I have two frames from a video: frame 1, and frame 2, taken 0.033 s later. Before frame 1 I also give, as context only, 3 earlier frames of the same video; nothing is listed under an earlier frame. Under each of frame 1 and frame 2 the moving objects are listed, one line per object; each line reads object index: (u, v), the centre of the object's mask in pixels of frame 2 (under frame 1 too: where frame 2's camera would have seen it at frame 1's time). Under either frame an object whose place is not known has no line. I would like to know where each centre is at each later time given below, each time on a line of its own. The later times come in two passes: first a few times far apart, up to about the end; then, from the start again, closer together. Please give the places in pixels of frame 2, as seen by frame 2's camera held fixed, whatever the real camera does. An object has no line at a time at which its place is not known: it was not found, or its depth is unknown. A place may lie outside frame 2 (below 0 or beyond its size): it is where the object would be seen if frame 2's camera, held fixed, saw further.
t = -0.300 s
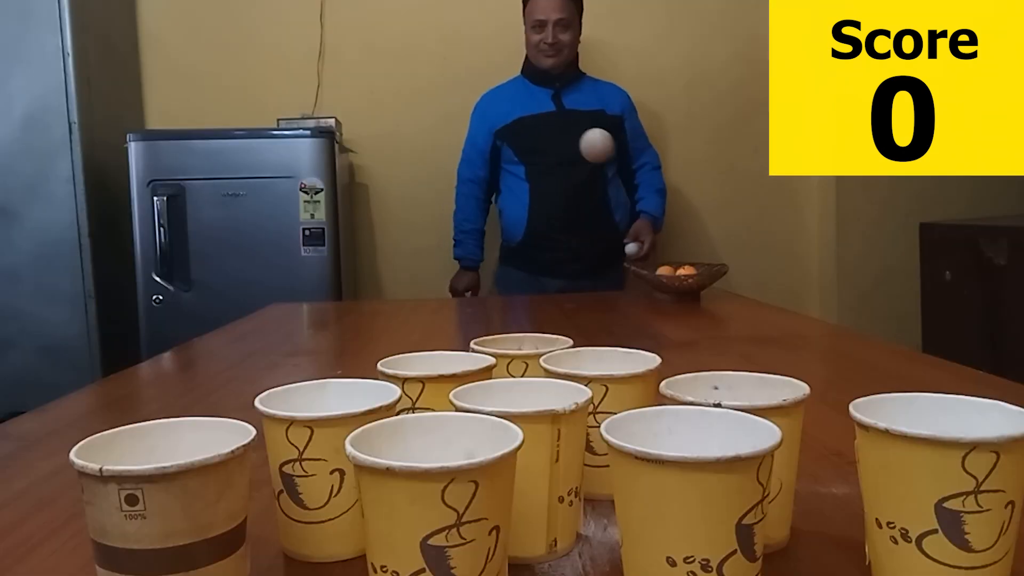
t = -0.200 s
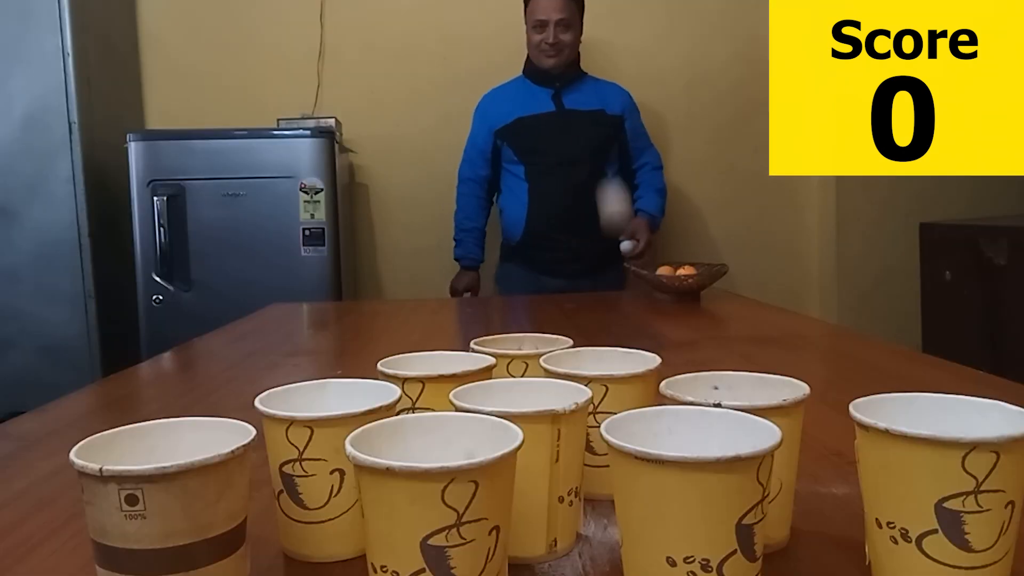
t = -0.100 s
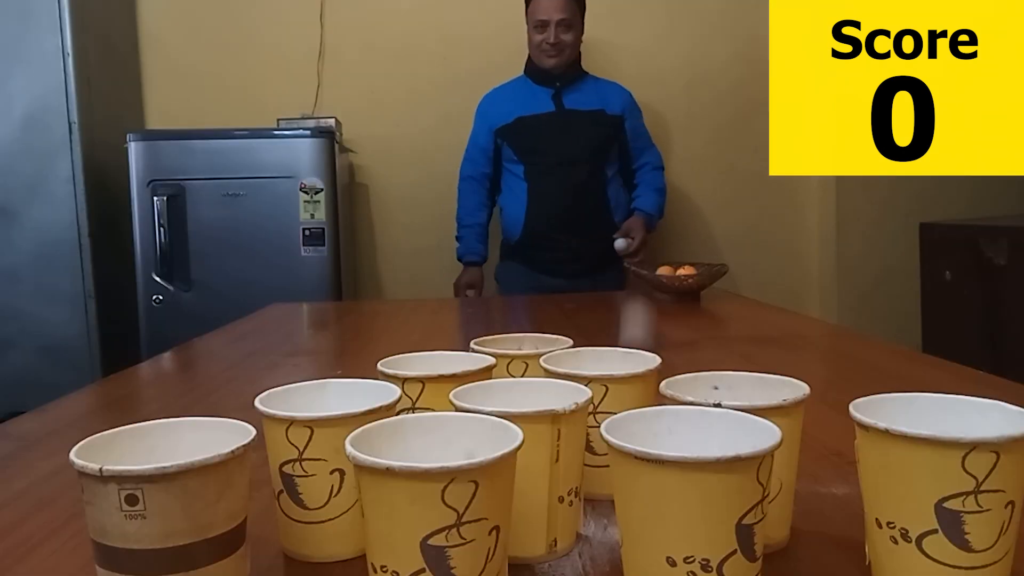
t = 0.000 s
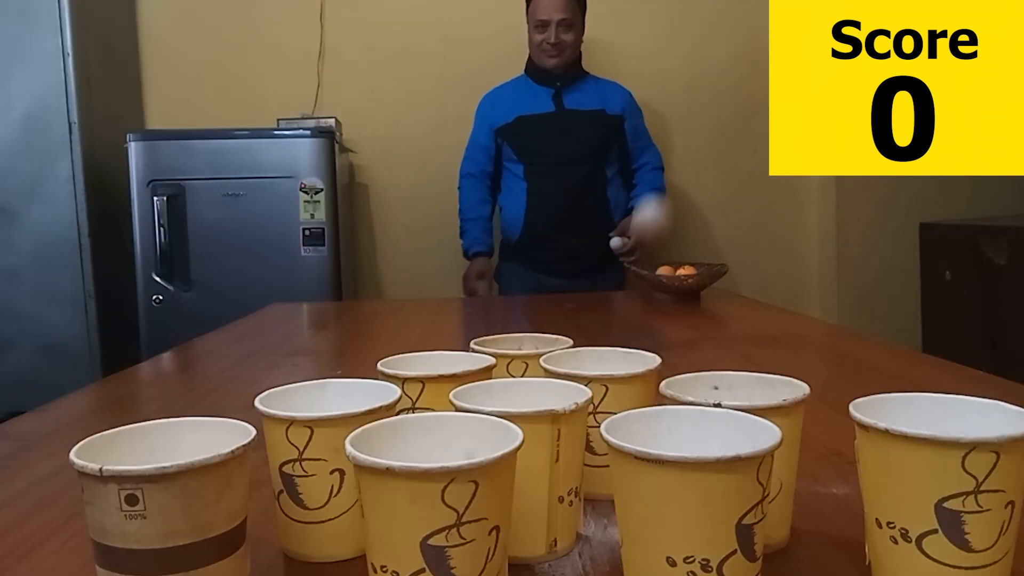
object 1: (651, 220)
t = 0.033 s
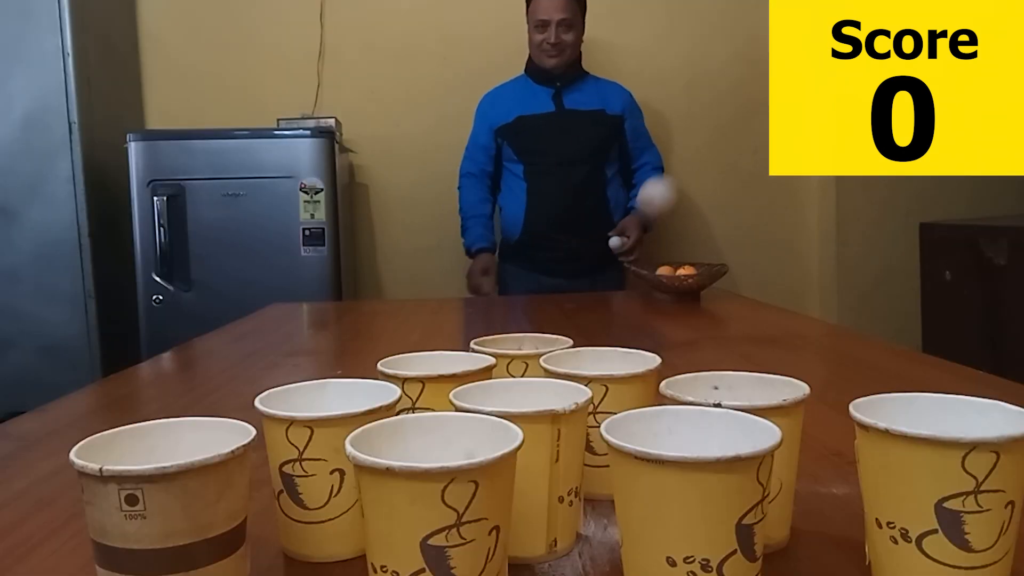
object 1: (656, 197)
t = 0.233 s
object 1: (707, 339)
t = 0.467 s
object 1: (754, 279)
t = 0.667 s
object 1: (855, 375)
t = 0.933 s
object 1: (988, 379)
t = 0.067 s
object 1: (665, 190)
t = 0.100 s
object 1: (672, 192)
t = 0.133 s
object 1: (677, 205)
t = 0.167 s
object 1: (685, 236)
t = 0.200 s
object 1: (698, 284)
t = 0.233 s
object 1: (707, 339)
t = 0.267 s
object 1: (719, 356)
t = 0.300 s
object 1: (723, 323)
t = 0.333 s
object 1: (727, 292)
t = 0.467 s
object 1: (754, 279)
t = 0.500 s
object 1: (765, 327)
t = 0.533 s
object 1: (781, 355)
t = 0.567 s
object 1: (811, 389)
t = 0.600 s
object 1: (825, 448)
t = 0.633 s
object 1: (835, 398)
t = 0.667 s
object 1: (855, 375)
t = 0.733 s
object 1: (893, 369)
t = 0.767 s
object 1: (908, 379)
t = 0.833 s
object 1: (949, 379)
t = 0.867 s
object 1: (961, 372)
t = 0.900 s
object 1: (973, 372)
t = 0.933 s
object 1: (988, 379)
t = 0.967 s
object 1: (999, 390)
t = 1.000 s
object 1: (1005, 383)
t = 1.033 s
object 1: (1010, 379)
